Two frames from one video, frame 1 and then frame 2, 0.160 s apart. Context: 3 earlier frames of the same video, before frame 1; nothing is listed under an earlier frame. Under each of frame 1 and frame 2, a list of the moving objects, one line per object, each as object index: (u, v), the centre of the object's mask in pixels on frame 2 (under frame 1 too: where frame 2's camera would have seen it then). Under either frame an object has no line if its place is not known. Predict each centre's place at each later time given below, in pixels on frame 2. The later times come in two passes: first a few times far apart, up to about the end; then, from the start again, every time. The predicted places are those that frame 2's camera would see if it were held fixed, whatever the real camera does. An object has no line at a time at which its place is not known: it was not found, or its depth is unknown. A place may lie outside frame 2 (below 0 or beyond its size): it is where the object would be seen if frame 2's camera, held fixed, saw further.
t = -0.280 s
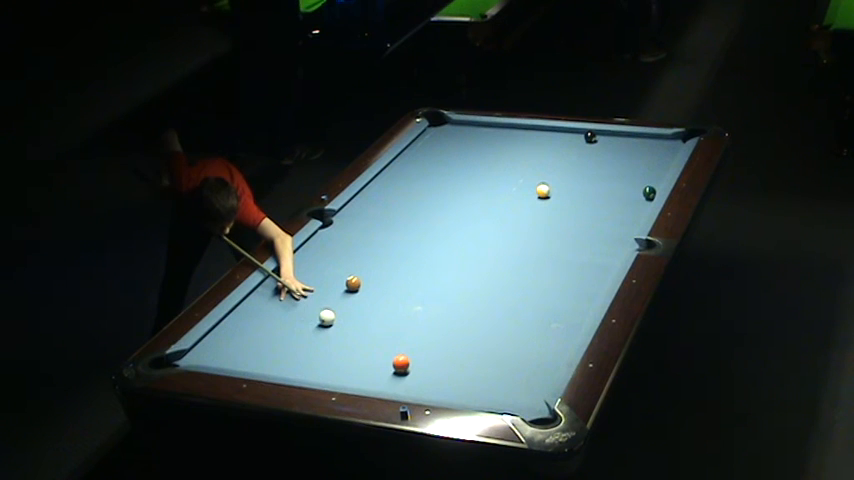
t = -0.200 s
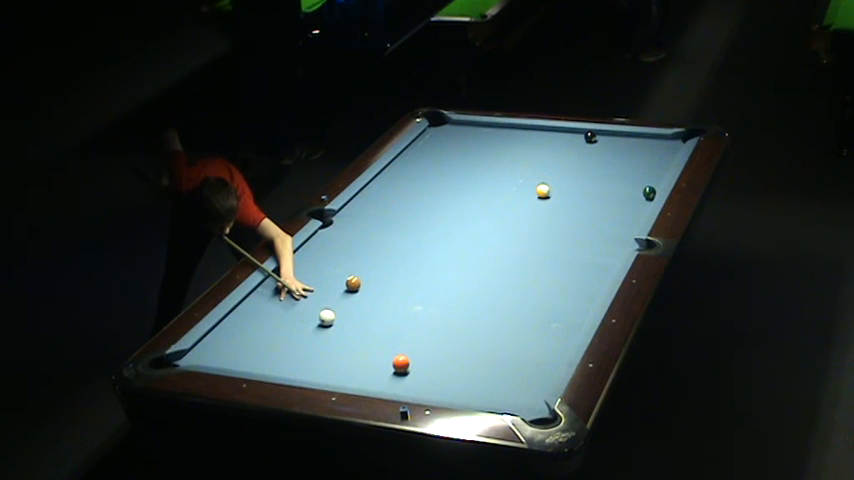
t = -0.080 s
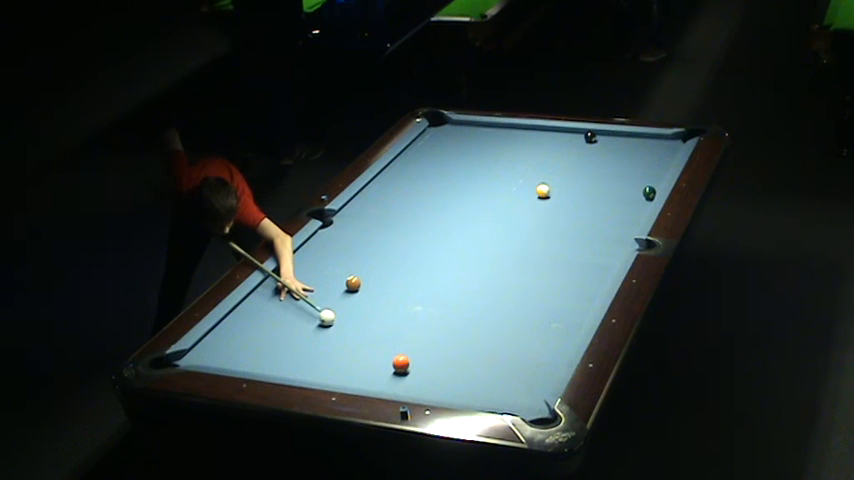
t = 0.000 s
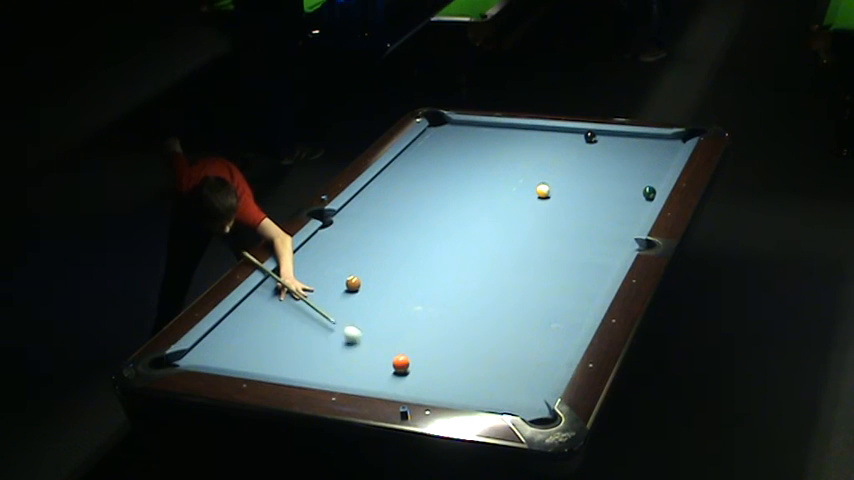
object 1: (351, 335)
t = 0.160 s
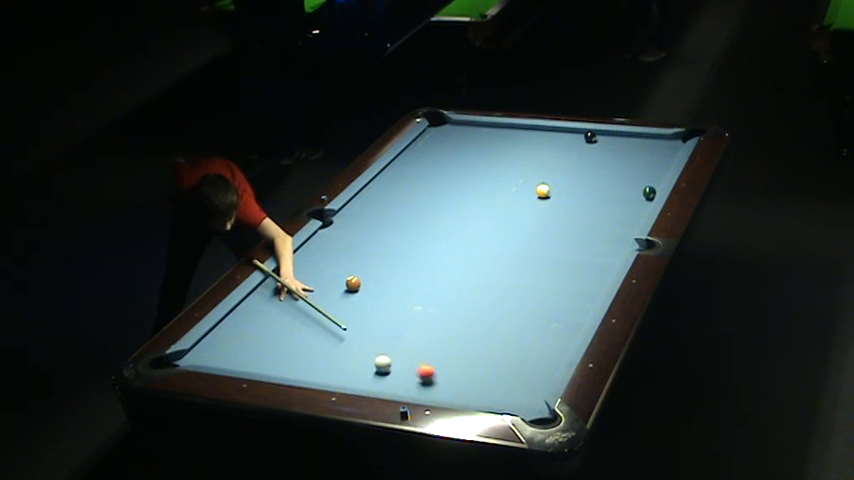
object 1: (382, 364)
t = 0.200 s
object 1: (380, 367)
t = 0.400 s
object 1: (380, 384)
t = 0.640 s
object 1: (406, 377)
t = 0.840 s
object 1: (427, 370)
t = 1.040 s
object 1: (448, 362)
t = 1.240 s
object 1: (467, 354)
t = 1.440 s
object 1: (485, 346)
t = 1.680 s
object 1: (505, 339)
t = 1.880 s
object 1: (521, 333)
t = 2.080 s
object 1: (537, 327)
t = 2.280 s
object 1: (551, 322)
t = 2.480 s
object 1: (564, 316)
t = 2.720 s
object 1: (578, 310)
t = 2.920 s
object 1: (586, 305)
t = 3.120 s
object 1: (585, 303)
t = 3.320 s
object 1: (583, 300)
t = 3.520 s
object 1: (581, 296)
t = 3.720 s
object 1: (579, 294)
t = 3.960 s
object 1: (578, 293)
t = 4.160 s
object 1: (577, 291)
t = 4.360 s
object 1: (576, 290)
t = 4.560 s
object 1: (576, 290)
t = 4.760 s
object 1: (576, 290)
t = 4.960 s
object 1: (576, 290)
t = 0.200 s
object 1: (380, 367)
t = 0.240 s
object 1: (379, 371)
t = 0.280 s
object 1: (379, 375)
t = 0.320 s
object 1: (380, 379)
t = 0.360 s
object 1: (380, 382)
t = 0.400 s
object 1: (380, 384)
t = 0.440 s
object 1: (383, 385)
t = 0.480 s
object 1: (388, 384)
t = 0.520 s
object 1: (393, 383)
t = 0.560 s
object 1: (397, 382)
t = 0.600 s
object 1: (401, 380)
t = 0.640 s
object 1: (406, 377)
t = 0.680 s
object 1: (410, 376)
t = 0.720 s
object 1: (414, 375)
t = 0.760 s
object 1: (419, 373)
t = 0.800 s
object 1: (423, 371)
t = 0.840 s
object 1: (427, 370)
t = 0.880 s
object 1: (432, 368)
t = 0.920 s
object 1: (435, 366)
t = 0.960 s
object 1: (440, 365)
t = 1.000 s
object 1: (444, 363)
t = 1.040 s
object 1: (448, 362)
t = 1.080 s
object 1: (452, 360)
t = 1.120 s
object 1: (456, 359)
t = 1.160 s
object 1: (460, 357)
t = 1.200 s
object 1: (463, 355)
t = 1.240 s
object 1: (467, 354)
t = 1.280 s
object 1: (471, 353)
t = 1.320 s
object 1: (474, 351)
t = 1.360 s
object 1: (478, 349)
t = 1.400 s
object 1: (482, 348)
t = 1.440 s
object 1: (485, 346)
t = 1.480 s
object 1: (488, 345)
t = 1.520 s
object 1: (492, 344)
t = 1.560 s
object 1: (495, 343)
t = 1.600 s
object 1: (499, 341)
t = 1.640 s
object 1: (502, 340)
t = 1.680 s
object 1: (505, 339)
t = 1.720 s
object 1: (509, 338)
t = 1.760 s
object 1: (512, 336)
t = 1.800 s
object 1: (515, 335)
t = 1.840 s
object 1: (518, 334)
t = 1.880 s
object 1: (521, 333)
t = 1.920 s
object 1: (525, 331)
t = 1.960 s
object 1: (528, 330)
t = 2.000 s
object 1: (531, 329)
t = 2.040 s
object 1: (534, 328)
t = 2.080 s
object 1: (537, 327)
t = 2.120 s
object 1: (540, 326)
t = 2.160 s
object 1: (542, 325)
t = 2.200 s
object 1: (545, 324)
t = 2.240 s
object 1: (548, 322)
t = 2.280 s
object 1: (551, 322)
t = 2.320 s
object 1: (554, 320)
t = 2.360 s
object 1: (556, 319)
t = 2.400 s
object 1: (559, 318)
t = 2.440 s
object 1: (561, 317)
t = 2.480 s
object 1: (564, 316)
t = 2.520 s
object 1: (566, 315)
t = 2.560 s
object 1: (569, 314)
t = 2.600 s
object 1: (571, 313)
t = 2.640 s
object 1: (574, 312)
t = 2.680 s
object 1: (576, 311)
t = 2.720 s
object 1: (578, 310)
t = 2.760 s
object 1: (581, 309)
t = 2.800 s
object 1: (583, 308)
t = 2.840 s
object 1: (584, 307)
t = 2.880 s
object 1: (586, 306)
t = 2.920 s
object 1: (586, 305)
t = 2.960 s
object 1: (586, 305)
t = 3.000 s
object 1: (586, 304)
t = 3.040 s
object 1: (586, 303)
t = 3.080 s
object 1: (585, 303)
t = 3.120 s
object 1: (585, 303)
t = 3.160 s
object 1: (585, 302)
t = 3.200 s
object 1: (584, 301)
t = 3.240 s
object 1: (584, 301)
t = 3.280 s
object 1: (584, 300)
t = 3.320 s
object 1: (583, 300)
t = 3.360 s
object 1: (583, 299)
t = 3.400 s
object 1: (583, 298)
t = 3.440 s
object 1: (582, 298)
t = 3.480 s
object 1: (581, 297)
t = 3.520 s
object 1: (581, 296)
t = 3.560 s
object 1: (581, 296)
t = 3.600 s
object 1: (580, 296)
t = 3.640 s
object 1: (580, 295)
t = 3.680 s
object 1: (580, 295)
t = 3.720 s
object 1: (579, 294)
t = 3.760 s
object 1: (579, 294)
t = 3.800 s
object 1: (579, 294)
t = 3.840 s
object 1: (579, 294)
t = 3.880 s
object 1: (578, 293)
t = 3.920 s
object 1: (578, 293)
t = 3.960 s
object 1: (578, 293)
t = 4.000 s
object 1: (577, 292)
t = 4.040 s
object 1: (577, 292)
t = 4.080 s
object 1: (577, 292)
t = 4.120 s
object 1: (577, 292)
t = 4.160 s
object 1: (577, 291)
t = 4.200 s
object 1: (576, 291)
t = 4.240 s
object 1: (576, 291)
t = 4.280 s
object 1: (576, 291)
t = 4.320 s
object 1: (576, 290)
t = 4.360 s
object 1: (576, 290)
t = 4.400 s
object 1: (576, 290)
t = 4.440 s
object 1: (576, 290)
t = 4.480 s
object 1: (576, 290)
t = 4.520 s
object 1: (576, 290)
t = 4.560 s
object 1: (576, 290)
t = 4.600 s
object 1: (577, 291)
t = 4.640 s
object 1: (576, 290)
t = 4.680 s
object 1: (575, 289)
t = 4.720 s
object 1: (576, 290)
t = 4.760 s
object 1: (576, 290)
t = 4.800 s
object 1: (576, 290)
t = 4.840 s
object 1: (576, 290)
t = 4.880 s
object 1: (576, 290)
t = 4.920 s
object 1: (576, 290)
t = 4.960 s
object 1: (576, 290)
